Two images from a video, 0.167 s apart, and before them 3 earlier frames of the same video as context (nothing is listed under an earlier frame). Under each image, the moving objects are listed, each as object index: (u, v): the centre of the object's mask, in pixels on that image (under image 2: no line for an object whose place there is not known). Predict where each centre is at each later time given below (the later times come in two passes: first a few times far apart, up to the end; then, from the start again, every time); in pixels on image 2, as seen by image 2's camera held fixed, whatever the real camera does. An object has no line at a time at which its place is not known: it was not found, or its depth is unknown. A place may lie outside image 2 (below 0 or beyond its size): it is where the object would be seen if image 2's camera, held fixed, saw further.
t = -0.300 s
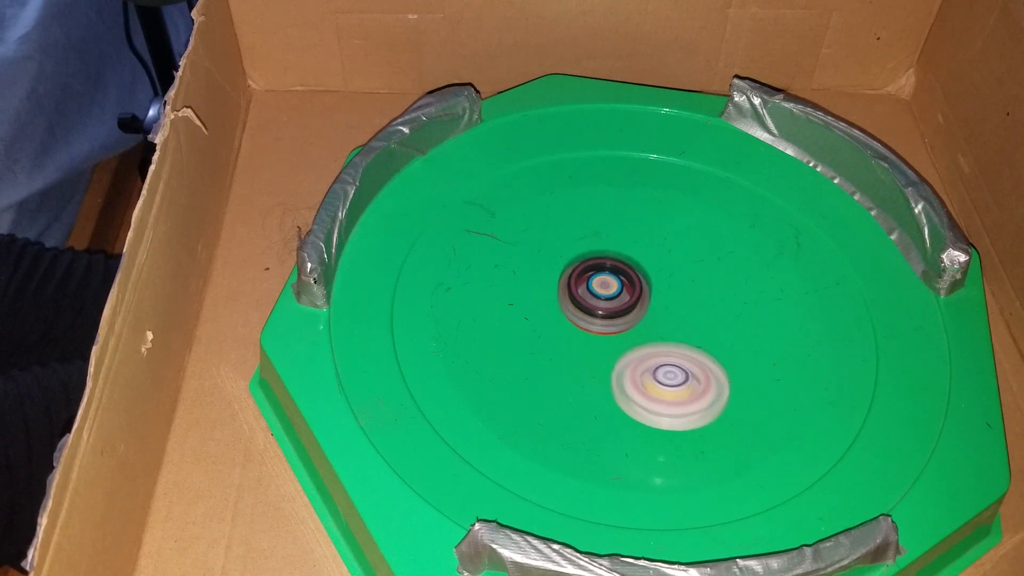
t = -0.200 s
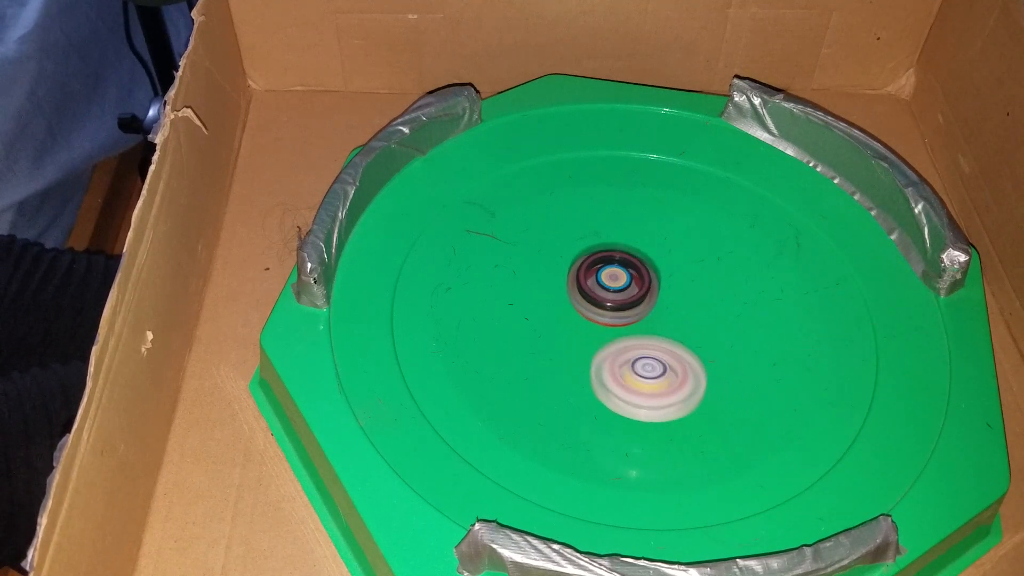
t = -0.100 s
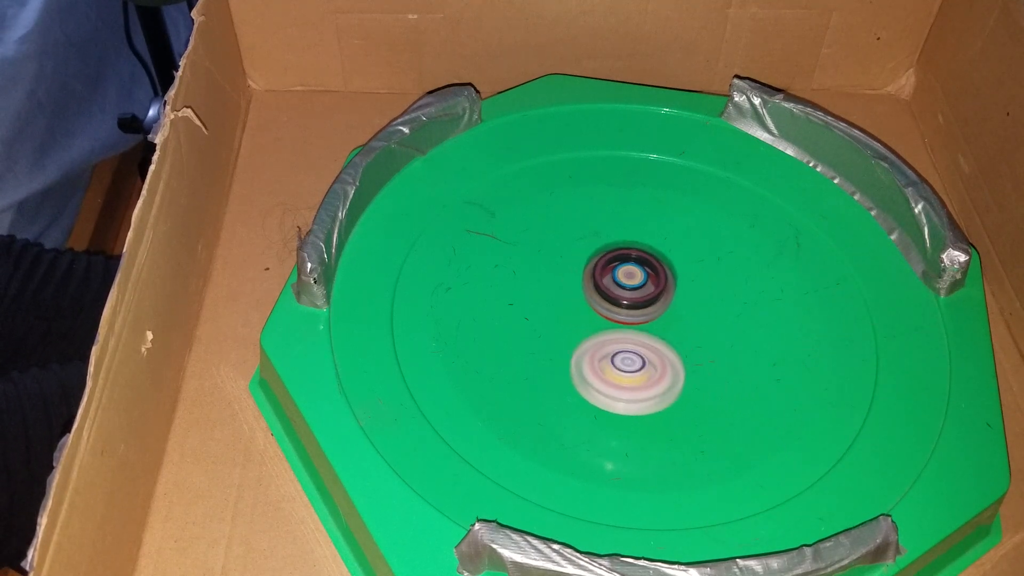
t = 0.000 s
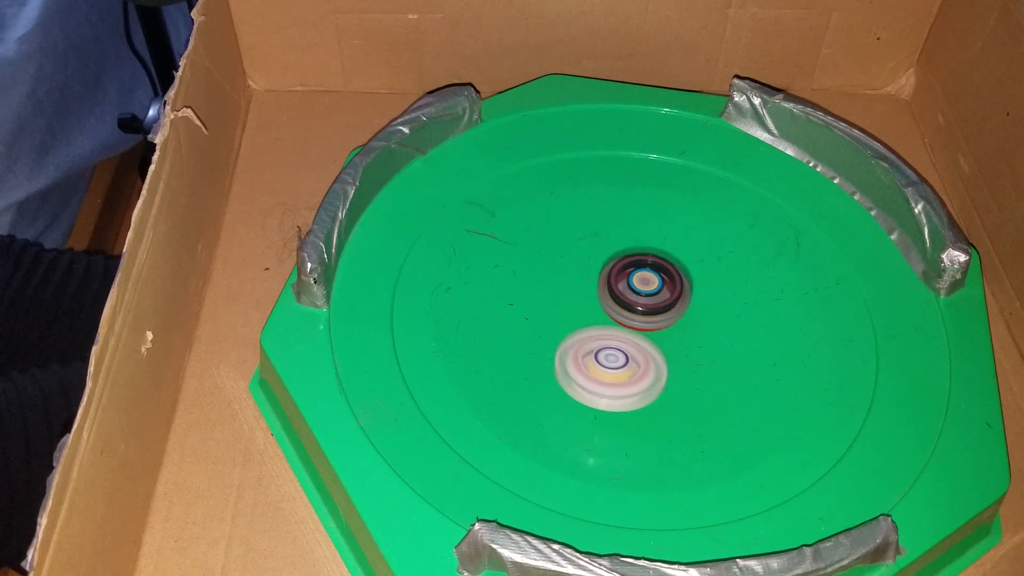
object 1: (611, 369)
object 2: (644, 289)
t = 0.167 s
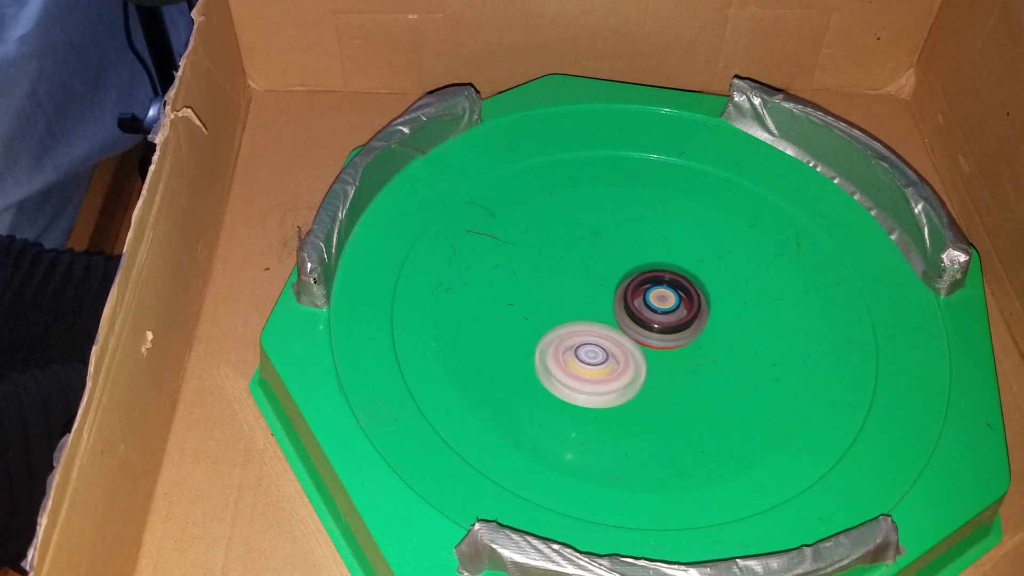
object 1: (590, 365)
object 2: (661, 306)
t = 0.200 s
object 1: (585, 365)
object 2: (663, 310)
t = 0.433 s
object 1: (546, 374)
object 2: (674, 331)
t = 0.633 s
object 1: (561, 382)
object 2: (657, 344)
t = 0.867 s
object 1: (512, 372)
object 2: (706, 324)
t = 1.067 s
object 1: (488, 400)
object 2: (757, 319)
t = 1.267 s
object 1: (565, 398)
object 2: (762, 334)
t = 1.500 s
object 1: (595, 298)
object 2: (748, 346)
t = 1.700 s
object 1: (532, 231)
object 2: (714, 342)
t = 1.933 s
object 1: (472, 240)
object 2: (675, 319)
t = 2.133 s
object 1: (519, 295)
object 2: (654, 296)
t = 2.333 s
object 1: (586, 302)
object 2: (685, 278)
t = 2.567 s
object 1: (606, 279)
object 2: (721, 284)
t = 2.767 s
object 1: (620, 260)
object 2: (718, 305)
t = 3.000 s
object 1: (623, 248)
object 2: (678, 319)
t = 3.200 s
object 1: (613, 248)
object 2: (650, 331)
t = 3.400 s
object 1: (622, 252)
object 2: (632, 366)
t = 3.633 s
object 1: (662, 272)
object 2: (600, 359)
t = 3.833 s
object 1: (693, 271)
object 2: (586, 348)
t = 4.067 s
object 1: (697, 268)
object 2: (587, 336)
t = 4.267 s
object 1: (693, 296)
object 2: (602, 327)
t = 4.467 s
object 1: (730, 312)
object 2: (614, 329)
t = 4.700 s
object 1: (737, 306)
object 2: (637, 331)
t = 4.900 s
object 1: (729, 287)
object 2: (627, 343)
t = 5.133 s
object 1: (689, 291)
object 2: (602, 344)
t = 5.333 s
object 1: (750, 251)
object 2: (512, 370)
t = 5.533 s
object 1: (724, 209)
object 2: (498, 351)
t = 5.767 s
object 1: (646, 236)
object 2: (522, 327)
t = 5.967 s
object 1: (640, 305)
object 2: (538, 320)
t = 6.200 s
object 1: (694, 368)
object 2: (569, 316)
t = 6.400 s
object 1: (730, 380)
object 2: (605, 318)
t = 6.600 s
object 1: (740, 367)
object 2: (637, 324)
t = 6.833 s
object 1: (740, 352)
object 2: (622, 305)
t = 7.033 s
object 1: (714, 346)
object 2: (619, 285)
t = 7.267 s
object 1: (704, 373)
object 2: (603, 247)
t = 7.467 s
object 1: (695, 375)
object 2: (613, 234)
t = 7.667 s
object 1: (666, 366)
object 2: (621, 232)
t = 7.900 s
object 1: (623, 356)
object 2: (625, 240)
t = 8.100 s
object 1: (597, 350)
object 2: (626, 258)
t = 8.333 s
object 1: (570, 413)
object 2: (653, 212)
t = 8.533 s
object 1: (631, 432)
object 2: (680, 222)
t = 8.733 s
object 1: (679, 391)
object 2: (698, 252)
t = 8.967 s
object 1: (659, 354)
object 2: (714, 255)
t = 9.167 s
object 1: (628, 373)
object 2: (727, 248)
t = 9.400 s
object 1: (625, 357)
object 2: (727, 268)
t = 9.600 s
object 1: (606, 332)
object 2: (719, 285)
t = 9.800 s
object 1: (585, 312)
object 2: (706, 301)
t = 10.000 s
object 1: (578, 304)
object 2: (691, 316)
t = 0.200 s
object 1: (585, 365)
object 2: (663, 310)
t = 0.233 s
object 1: (576, 366)
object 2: (668, 311)
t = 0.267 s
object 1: (569, 367)
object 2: (672, 314)
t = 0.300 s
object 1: (562, 368)
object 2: (673, 317)
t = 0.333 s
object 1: (557, 369)
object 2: (675, 320)
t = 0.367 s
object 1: (553, 370)
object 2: (675, 324)
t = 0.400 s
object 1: (549, 372)
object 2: (675, 328)
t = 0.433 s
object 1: (546, 374)
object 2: (674, 331)
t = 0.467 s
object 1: (545, 376)
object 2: (673, 334)
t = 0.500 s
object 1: (545, 378)
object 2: (671, 337)
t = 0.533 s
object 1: (547, 381)
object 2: (668, 339)
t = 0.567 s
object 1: (551, 382)
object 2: (665, 341)
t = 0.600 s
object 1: (556, 383)
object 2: (661, 343)
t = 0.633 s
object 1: (561, 382)
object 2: (657, 344)
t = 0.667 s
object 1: (561, 381)
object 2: (658, 343)
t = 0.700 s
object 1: (560, 379)
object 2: (662, 340)
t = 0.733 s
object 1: (560, 377)
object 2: (662, 340)
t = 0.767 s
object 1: (561, 374)
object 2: (662, 340)
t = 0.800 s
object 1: (563, 371)
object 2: (661, 340)
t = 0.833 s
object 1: (543, 371)
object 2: (678, 335)
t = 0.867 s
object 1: (512, 372)
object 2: (706, 324)
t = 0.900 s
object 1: (493, 373)
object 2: (726, 316)
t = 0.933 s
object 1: (484, 376)
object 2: (739, 312)
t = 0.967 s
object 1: (481, 381)
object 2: (747, 311)
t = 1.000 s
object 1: (481, 388)
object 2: (751, 313)
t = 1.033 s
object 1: (484, 395)
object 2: (754, 316)
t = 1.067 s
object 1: (488, 400)
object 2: (757, 319)
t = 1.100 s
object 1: (495, 404)
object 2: (758, 322)
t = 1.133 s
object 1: (506, 408)
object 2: (760, 325)
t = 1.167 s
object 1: (520, 410)
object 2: (761, 327)
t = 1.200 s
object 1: (535, 409)
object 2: (762, 330)
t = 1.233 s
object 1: (551, 405)
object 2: (762, 332)
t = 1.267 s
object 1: (565, 398)
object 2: (762, 334)
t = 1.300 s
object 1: (578, 388)
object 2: (761, 336)
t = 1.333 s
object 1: (588, 375)
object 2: (760, 338)
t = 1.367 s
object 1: (596, 361)
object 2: (759, 340)
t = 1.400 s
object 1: (600, 346)
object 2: (757, 341)
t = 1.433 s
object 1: (602, 330)
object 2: (755, 343)
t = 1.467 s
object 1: (600, 314)
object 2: (752, 345)
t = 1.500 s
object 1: (595, 298)
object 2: (748, 346)
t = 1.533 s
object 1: (588, 283)
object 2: (744, 346)
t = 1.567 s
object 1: (579, 270)
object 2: (739, 347)
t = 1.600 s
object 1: (568, 257)
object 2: (733, 346)
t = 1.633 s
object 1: (557, 247)
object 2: (727, 345)
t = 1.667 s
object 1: (544, 238)
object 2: (720, 344)
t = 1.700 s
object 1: (532, 231)
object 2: (714, 342)
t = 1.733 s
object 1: (519, 226)
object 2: (707, 339)
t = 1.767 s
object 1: (508, 224)
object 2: (701, 337)
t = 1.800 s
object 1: (498, 223)
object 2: (695, 333)
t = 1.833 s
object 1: (489, 225)
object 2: (690, 330)
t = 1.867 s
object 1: (481, 228)
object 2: (685, 326)
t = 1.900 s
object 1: (475, 233)
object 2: (680, 323)
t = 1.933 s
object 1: (472, 240)
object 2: (675, 319)
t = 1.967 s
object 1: (472, 249)
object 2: (670, 315)
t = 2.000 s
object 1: (475, 259)
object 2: (666, 311)
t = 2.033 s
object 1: (482, 270)
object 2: (663, 307)
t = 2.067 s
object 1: (492, 279)
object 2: (659, 303)
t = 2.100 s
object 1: (504, 288)
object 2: (656, 300)
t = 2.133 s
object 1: (519, 295)
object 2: (654, 296)
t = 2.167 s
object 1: (535, 301)
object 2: (651, 292)
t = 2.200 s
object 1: (551, 304)
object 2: (650, 289)
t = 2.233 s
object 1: (553, 305)
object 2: (669, 284)
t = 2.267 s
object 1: (561, 305)
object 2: (680, 280)
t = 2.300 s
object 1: (573, 304)
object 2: (683, 278)
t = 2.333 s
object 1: (586, 302)
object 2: (685, 278)
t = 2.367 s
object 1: (588, 299)
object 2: (694, 276)
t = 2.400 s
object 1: (591, 296)
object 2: (701, 276)
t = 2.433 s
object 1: (597, 294)
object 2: (704, 276)
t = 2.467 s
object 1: (603, 291)
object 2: (705, 277)
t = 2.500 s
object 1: (607, 288)
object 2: (709, 279)
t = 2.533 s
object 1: (606, 284)
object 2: (716, 281)
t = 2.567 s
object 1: (606, 279)
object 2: (721, 284)
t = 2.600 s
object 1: (608, 276)
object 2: (723, 287)
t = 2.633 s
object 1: (611, 272)
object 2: (724, 291)
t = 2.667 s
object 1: (614, 269)
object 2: (724, 295)
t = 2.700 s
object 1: (616, 266)
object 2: (723, 298)
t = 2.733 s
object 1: (618, 263)
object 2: (721, 302)
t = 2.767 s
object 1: (620, 260)
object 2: (718, 305)
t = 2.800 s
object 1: (622, 258)
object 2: (714, 308)
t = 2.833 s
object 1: (623, 255)
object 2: (709, 311)
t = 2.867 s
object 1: (624, 253)
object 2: (704, 313)
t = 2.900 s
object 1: (624, 251)
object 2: (698, 315)
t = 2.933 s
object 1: (624, 250)
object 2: (692, 317)
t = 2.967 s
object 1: (624, 248)
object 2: (685, 318)
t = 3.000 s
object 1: (623, 248)
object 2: (678, 319)
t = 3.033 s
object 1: (622, 248)
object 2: (671, 318)
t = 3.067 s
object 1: (621, 248)
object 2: (667, 323)
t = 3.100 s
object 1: (619, 244)
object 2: (664, 329)
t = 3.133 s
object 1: (617, 243)
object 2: (660, 331)
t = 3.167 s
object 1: (614, 245)
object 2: (655, 331)
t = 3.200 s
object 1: (613, 248)
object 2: (650, 331)
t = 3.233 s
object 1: (613, 251)
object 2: (645, 330)
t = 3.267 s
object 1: (614, 254)
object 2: (641, 332)
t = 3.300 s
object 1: (615, 249)
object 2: (641, 349)
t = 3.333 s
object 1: (618, 247)
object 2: (640, 359)
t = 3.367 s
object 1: (619, 249)
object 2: (636, 365)
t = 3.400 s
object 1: (622, 252)
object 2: (632, 366)
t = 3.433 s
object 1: (626, 256)
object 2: (627, 366)
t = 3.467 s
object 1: (631, 259)
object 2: (622, 366)
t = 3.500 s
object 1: (636, 263)
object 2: (616, 365)
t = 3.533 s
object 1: (642, 266)
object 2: (612, 363)
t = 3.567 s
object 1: (649, 269)
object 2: (607, 363)
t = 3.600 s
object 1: (655, 270)
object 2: (603, 361)
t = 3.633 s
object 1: (662, 272)
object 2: (600, 359)
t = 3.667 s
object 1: (668, 272)
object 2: (596, 358)
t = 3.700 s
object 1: (673, 272)
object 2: (594, 356)
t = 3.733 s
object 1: (678, 272)
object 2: (591, 354)
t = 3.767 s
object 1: (683, 271)
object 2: (589, 352)
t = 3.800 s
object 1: (688, 271)
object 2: (587, 350)
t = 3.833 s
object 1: (693, 271)
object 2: (586, 348)
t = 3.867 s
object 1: (696, 270)
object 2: (586, 347)
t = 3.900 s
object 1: (699, 269)
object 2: (585, 345)
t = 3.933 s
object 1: (701, 268)
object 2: (585, 343)
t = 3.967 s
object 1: (701, 267)
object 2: (585, 341)
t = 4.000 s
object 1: (701, 266)
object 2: (586, 340)
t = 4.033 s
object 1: (699, 266)
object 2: (586, 338)
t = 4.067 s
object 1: (697, 268)
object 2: (587, 336)
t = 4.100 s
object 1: (695, 271)
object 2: (588, 334)
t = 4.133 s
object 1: (693, 275)
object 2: (590, 332)
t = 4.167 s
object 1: (692, 280)
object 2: (592, 330)
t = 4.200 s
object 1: (692, 285)
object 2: (595, 329)
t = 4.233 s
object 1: (692, 291)
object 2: (599, 328)
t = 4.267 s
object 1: (693, 296)
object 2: (602, 327)
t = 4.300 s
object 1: (698, 300)
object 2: (603, 328)
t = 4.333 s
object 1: (706, 303)
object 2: (602, 329)
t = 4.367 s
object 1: (713, 306)
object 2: (604, 329)
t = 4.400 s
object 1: (719, 309)
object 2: (607, 329)
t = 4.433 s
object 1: (725, 311)
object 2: (610, 329)
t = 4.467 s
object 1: (730, 312)
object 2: (614, 329)
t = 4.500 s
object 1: (734, 312)
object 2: (618, 329)
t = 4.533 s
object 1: (737, 312)
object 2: (622, 329)
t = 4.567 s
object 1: (740, 311)
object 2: (626, 329)
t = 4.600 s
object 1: (740, 310)
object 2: (630, 329)
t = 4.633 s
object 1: (739, 309)
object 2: (634, 330)
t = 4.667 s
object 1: (736, 308)
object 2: (638, 330)
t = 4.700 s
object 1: (737, 306)
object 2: (637, 331)
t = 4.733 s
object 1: (736, 305)
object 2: (639, 333)
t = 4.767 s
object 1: (733, 303)
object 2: (641, 333)
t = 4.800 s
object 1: (734, 300)
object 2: (636, 336)
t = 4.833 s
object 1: (737, 295)
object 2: (631, 340)
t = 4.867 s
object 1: (735, 290)
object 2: (629, 342)
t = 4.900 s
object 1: (729, 287)
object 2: (627, 343)
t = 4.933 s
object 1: (722, 285)
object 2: (625, 343)
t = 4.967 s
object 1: (713, 285)
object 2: (623, 343)
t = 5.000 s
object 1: (704, 287)
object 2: (621, 342)
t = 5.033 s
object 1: (695, 290)
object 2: (620, 340)
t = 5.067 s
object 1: (692, 291)
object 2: (613, 343)
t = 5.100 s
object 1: (693, 290)
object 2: (606, 345)
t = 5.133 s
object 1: (689, 291)
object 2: (602, 344)
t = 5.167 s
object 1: (685, 293)
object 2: (600, 343)
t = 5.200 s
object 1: (680, 297)
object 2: (597, 341)
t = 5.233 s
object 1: (678, 300)
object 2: (595, 339)
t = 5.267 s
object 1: (707, 283)
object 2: (559, 354)
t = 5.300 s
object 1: (733, 266)
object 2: (531, 364)
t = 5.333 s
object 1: (750, 251)
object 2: (512, 370)
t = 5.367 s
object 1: (758, 240)
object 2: (501, 371)
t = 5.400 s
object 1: (758, 231)
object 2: (497, 369)
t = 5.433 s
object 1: (754, 223)
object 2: (496, 365)
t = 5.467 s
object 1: (746, 217)
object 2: (496, 360)
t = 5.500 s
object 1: (735, 212)
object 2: (497, 355)
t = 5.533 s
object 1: (724, 209)
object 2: (498, 351)
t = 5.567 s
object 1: (713, 208)
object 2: (500, 346)
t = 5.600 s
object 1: (701, 208)
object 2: (502, 342)
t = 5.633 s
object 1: (689, 210)
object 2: (505, 339)
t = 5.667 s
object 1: (678, 214)
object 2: (509, 335)
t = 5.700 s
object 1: (666, 220)
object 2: (513, 332)
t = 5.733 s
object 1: (656, 226)
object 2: (517, 329)
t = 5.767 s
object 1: (646, 236)
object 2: (522, 327)
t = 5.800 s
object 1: (638, 246)
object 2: (526, 324)
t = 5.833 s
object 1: (631, 258)
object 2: (531, 322)
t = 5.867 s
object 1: (627, 270)
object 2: (536, 321)
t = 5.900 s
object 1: (624, 283)
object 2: (541, 319)
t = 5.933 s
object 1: (630, 294)
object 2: (540, 319)
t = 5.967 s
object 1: (640, 305)
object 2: (538, 320)
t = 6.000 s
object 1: (649, 317)
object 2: (541, 320)
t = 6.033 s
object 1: (657, 329)
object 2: (544, 319)
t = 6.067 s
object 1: (664, 340)
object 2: (548, 318)
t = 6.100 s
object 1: (671, 349)
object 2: (553, 317)
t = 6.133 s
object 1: (679, 356)
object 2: (558, 317)
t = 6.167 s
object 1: (686, 363)
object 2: (563, 317)
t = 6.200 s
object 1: (694, 368)
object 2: (569, 316)
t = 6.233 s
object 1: (701, 373)
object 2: (575, 316)
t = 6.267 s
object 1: (708, 376)
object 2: (581, 316)
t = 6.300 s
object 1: (715, 378)
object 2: (587, 316)
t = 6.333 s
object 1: (721, 379)
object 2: (593, 317)
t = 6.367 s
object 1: (726, 380)
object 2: (599, 318)
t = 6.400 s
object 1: (730, 380)
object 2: (605, 318)
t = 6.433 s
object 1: (734, 379)
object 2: (610, 319)
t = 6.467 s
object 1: (738, 378)
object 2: (616, 320)
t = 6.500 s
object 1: (741, 376)
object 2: (621, 321)
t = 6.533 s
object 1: (742, 373)
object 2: (626, 322)
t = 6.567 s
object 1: (742, 370)
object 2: (632, 323)
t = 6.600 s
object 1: (740, 367)
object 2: (637, 324)
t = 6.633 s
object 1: (744, 365)
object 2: (635, 321)
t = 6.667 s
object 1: (747, 364)
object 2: (631, 318)
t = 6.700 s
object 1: (745, 360)
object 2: (631, 316)
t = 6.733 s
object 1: (739, 356)
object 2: (634, 315)
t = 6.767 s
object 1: (739, 354)
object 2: (632, 313)
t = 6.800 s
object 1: (742, 354)
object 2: (624, 308)
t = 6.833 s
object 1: (740, 352)
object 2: (622, 305)
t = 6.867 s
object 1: (737, 349)
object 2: (624, 303)
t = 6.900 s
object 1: (731, 347)
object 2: (626, 300)
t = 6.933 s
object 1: (723, 345)
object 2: (628, 298)
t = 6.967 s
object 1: (724, 346)
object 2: (621, 292)
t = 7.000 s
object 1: (720, 346)
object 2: (619, 288)
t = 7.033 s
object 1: (714, 346)
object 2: (619, 285)
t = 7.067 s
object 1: (707, 346)
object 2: (620, 283)
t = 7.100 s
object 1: (700, 346)
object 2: (622, 281)
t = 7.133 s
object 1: (695, 349)
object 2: (622, 279)
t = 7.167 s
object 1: (702, 360)
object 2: (611, 265)
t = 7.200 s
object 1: (704, 366)
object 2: (604, 255)
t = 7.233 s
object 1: (704, 370)
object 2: (602, 250)
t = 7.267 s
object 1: (704, 373)
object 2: (603, 247)
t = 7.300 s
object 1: (704, 375)
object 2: (605, 244)
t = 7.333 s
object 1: (703, 376)
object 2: (607, 242)
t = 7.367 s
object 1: (702, 377)
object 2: (608, 239)
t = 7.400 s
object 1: (701, 377)
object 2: (610, 237)
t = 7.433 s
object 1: (699, 376)
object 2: (612, 236)
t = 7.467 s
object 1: (695, 375)
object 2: (613, 234)
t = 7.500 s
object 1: (692, 374)
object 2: (614, 233)
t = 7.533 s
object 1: (688, 372)
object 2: (616, 232)
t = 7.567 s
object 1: (683, 371)
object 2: (617, 232)
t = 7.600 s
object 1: (677, 369)
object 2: (618, 232)
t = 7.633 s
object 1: (672, 368)
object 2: (620, 232)
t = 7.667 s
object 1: (666, 366)
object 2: (621, 232)
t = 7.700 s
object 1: (659, 365)
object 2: (622, 233)
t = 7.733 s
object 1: (653, 363)
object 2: (623, 234)
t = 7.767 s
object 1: (647, 362)
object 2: (623, 234)
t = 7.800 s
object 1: (641, 360)
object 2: (624, 235)
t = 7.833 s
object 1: (635, 359)
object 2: (624, 236)
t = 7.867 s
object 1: (629, 357)
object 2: (624, 238)
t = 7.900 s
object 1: (623, 356)
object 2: (625, 240)
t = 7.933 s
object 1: (618, 355)
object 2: (625, 243)
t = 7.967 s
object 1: (613, 354)
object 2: (625, 246)
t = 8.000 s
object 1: (609, 353)
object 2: (626, 249)
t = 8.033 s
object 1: (605, 352)
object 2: (626, 252)
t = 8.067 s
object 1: (601, 351)
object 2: (626, 255)
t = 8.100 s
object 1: (597, 350)
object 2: (626, 258)
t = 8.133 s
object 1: (594, 349)
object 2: (626, 262)
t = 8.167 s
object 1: (591, 348)
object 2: (627, 265)
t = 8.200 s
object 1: (588, 347)
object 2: (627, 269)
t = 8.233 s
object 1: (584, 350)
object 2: (628, 272)
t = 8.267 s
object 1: (574, 375)
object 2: (637, 247)
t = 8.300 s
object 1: (569, 398)
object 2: (646, 226)
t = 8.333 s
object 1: (570, 413)
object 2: (653, 212)
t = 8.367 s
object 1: (577, 422)
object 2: (658, 206)
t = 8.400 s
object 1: (586, 428)
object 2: (663, 206)
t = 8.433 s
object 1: (597, 432)
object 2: (667, 209)
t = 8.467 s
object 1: (608, 434)
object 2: (672, 213)
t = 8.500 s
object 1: (620, 434)
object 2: (677, 218)
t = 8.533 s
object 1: (631, 432)
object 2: (680, 222)
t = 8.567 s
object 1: (642, 429)
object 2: (685, 227)
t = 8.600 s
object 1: (652, 424)
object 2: (688, 232)
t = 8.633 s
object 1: (660, 418)
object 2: (691, 236)
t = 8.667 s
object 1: (668, 410)
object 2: (694, 242)
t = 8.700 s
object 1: (675, 401)
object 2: (696, 247)
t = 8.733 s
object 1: (679, 391)
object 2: (698, 252)
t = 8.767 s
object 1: (681, 381)
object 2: (701, 257)
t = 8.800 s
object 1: (683, 370)
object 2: (702, 262)
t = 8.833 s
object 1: (683, 359)
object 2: (703, 267)
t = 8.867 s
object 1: (680, 352)
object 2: (704, 269)
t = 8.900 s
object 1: (675, 349)
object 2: (707, 264)
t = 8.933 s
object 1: (671, 343)
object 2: (708, 265)
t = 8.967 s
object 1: (659, 354)
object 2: (714, 255)
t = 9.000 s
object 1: (645, 364)
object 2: (718, 243)
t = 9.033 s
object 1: (637, 369)
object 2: (720, 238)
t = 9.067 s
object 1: (632, 371)
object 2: (722, 239)
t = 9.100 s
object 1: (630, 372)
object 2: (724, 242)
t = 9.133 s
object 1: (629, 373)
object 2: (725, 245)
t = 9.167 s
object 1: (628, 373)
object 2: (727, 248)
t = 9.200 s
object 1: (627, 373)
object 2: (728, 251)
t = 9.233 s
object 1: (627, 372)
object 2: (729, 254)
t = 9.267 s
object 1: (627, 370)
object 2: (729, 257)
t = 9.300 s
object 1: (627, 368)
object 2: (729, 260)
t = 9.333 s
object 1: (627, 365)
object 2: (729, 262)
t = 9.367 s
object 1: (627, 362)
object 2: (728, 265)
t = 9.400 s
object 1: (625, 357)
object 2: (727, 268)
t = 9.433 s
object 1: (623, 353)
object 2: (726, 271)
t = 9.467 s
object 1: (620, 348)
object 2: (725, 274)
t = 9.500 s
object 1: (617, 344)
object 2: (724, 277)
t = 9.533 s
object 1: (614, 340)
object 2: (723, 280)
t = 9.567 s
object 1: (610, 336)
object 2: (721, 282)
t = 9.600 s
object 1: (606, 332)
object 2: (719, 285)
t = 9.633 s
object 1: (602, 328)
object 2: (718, 288)
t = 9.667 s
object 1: (598, 324)
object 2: (716, 291)
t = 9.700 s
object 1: (594, 321)
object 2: (714, 293)
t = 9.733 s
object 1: (591, 318)
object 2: (711, 296)
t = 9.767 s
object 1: (588, 315)
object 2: (709, 299)
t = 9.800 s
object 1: (585, 312)
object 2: (706, 301)
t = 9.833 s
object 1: (583, 310)
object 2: (704, 304)
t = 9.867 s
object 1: (581, 308)
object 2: (701, 307)
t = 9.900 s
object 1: (579, 306)
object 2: (699, 309)
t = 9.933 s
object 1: (578, 305)
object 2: (696, 312)
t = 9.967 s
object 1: (578, 305)
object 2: (694, 314)
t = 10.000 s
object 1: (578, 304)
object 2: (691, 316)
